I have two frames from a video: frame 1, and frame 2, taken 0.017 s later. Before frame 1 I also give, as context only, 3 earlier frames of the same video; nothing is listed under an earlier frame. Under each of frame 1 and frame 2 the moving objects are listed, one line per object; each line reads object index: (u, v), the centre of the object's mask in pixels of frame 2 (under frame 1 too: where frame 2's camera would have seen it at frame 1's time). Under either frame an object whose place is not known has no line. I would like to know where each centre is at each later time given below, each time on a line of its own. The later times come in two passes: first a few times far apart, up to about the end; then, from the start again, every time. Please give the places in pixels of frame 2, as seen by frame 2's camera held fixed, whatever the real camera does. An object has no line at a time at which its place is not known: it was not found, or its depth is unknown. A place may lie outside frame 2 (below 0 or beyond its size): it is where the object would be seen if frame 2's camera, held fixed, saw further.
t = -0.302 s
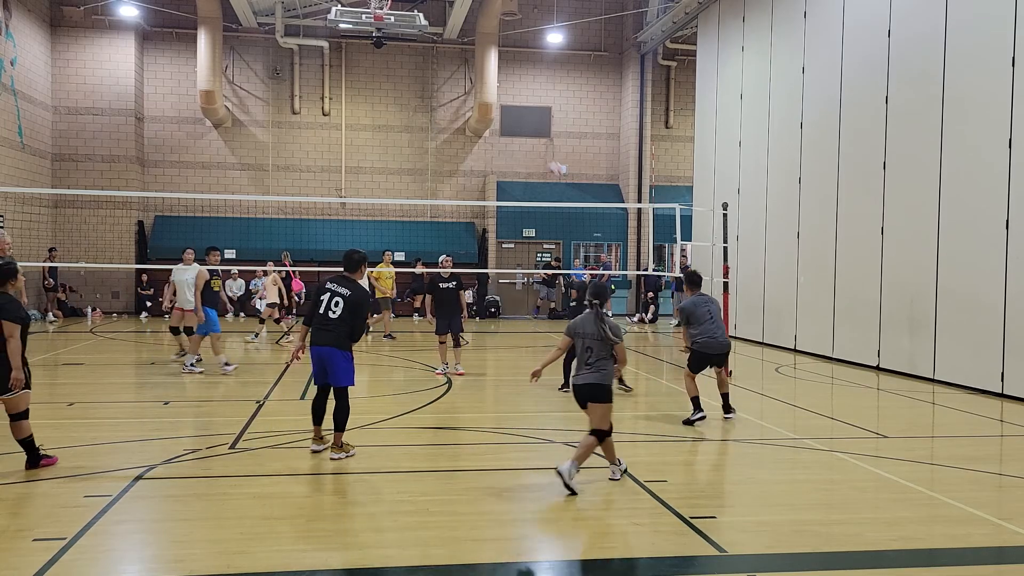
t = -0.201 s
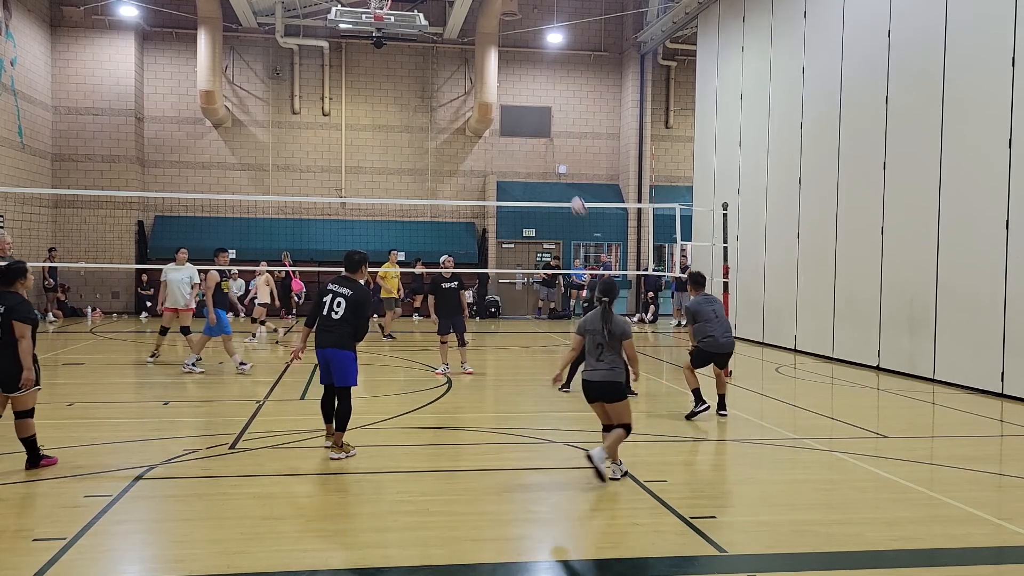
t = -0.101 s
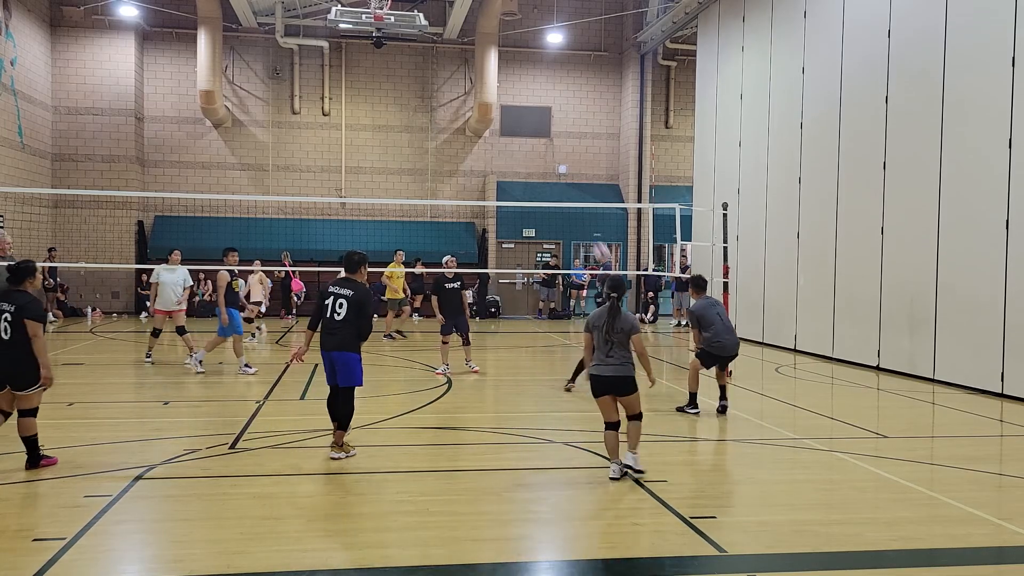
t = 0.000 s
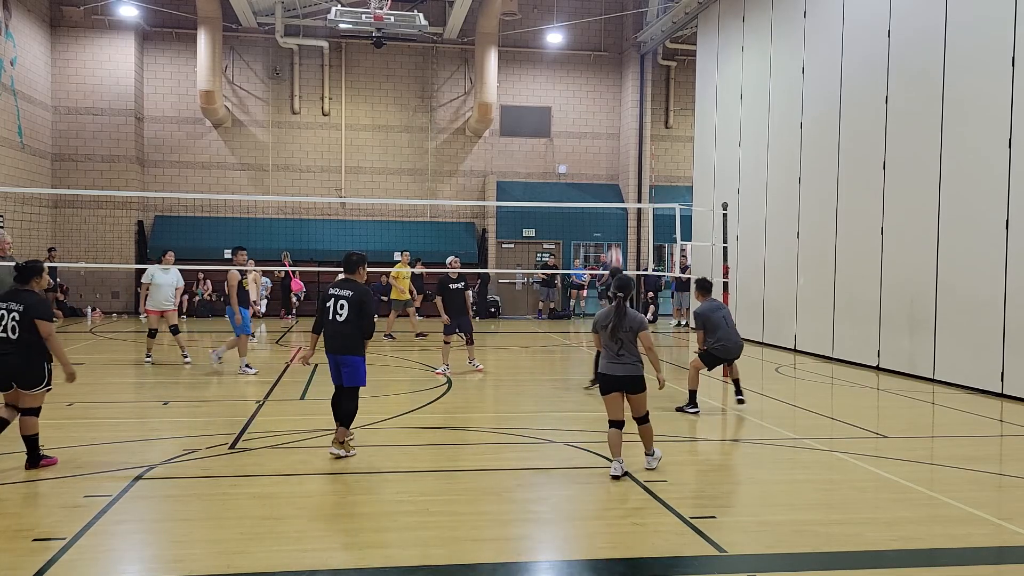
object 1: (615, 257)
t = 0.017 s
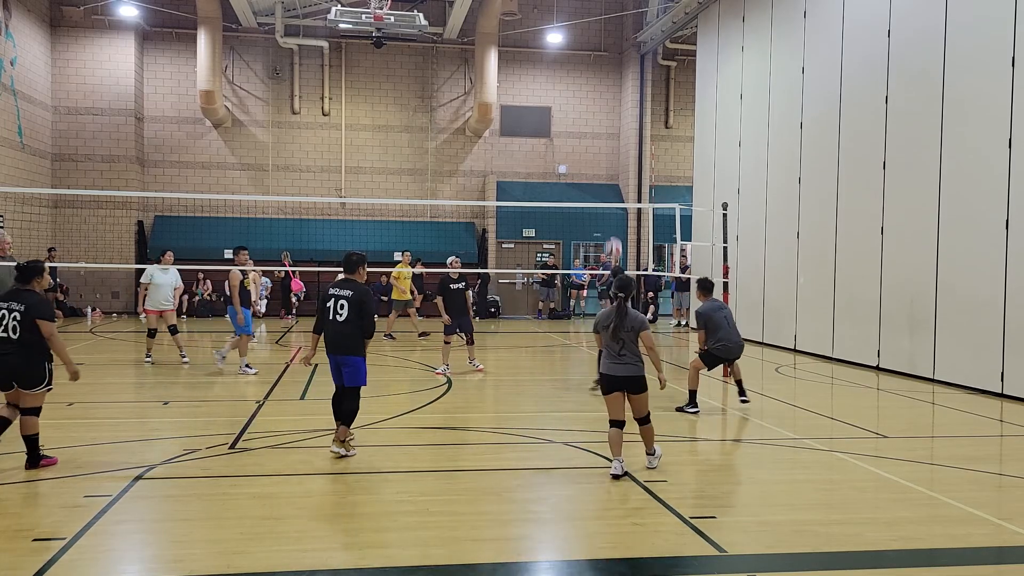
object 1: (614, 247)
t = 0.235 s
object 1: (601, 128)
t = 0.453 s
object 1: (587, 45)
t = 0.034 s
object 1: (614, 238)
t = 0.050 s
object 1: (612, 227)
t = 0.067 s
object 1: (611, 218)
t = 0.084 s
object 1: (610, 208)
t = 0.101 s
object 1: (609, 196)
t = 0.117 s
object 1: (608, 189)
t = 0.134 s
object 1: (607, 180)
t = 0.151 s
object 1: (606, 170)
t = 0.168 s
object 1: (605, 161)
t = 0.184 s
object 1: (604, 153)
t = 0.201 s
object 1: (604, 144)
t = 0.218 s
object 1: (603, 136)
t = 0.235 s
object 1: (601, 128)
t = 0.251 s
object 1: (600, 119)
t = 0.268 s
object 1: (600, 113)
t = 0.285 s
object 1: (598, 105)
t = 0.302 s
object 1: (597, 98)
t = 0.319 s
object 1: (596, 91)
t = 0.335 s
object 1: (596, 84)
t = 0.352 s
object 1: (594, 77)
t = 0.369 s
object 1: (593, 71)
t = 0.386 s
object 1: (591, 65)
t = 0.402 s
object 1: (591, 60)
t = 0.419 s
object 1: (590, 55)
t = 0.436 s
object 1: (589, 49)
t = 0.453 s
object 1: (587, 45)
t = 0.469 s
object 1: (586, 40)
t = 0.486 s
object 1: (585, 35)
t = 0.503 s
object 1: (584, 31)
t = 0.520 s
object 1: (583, 27)
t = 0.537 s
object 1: (581, 23)
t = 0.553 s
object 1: (580, 19)
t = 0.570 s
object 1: (579, 16)
